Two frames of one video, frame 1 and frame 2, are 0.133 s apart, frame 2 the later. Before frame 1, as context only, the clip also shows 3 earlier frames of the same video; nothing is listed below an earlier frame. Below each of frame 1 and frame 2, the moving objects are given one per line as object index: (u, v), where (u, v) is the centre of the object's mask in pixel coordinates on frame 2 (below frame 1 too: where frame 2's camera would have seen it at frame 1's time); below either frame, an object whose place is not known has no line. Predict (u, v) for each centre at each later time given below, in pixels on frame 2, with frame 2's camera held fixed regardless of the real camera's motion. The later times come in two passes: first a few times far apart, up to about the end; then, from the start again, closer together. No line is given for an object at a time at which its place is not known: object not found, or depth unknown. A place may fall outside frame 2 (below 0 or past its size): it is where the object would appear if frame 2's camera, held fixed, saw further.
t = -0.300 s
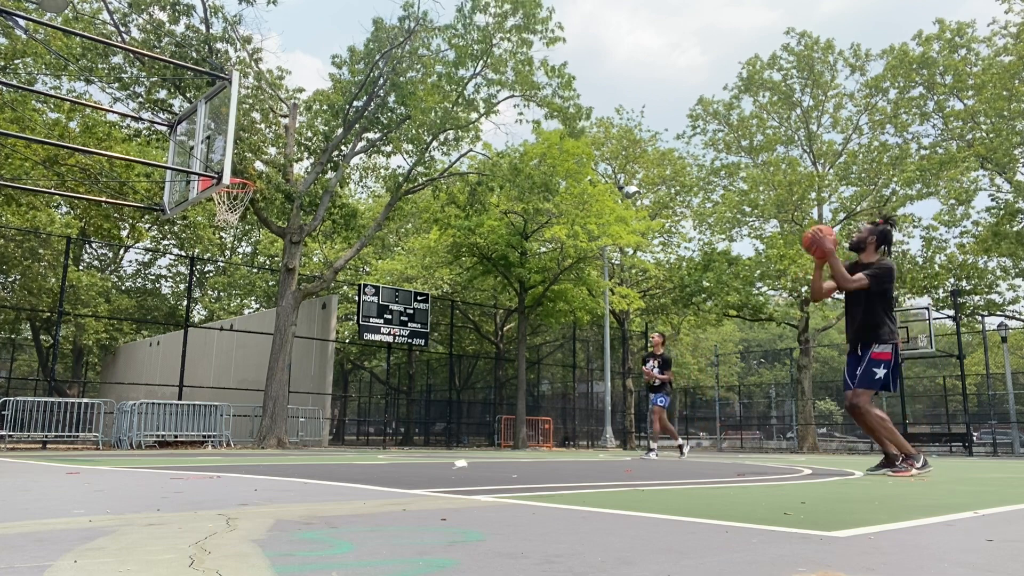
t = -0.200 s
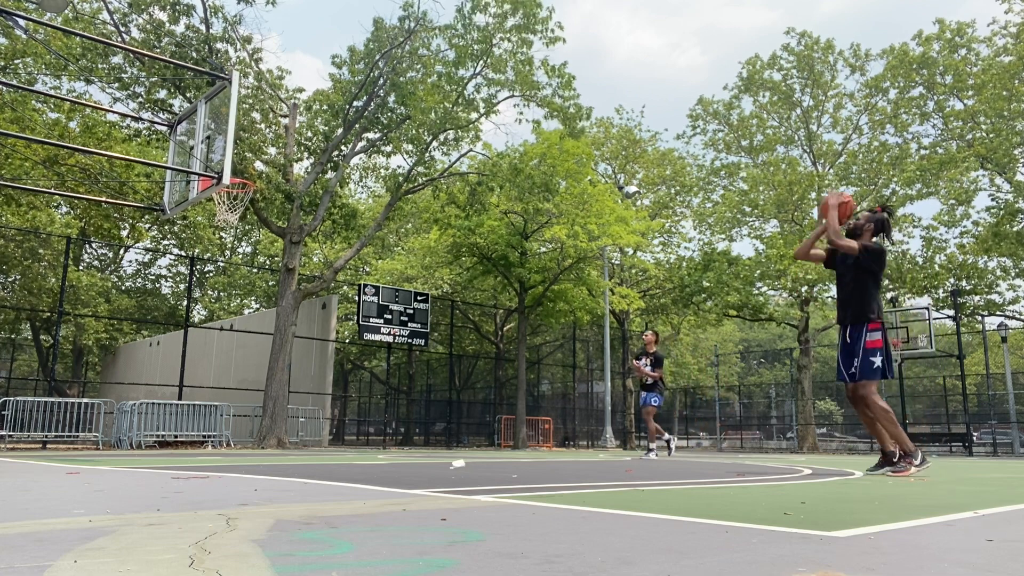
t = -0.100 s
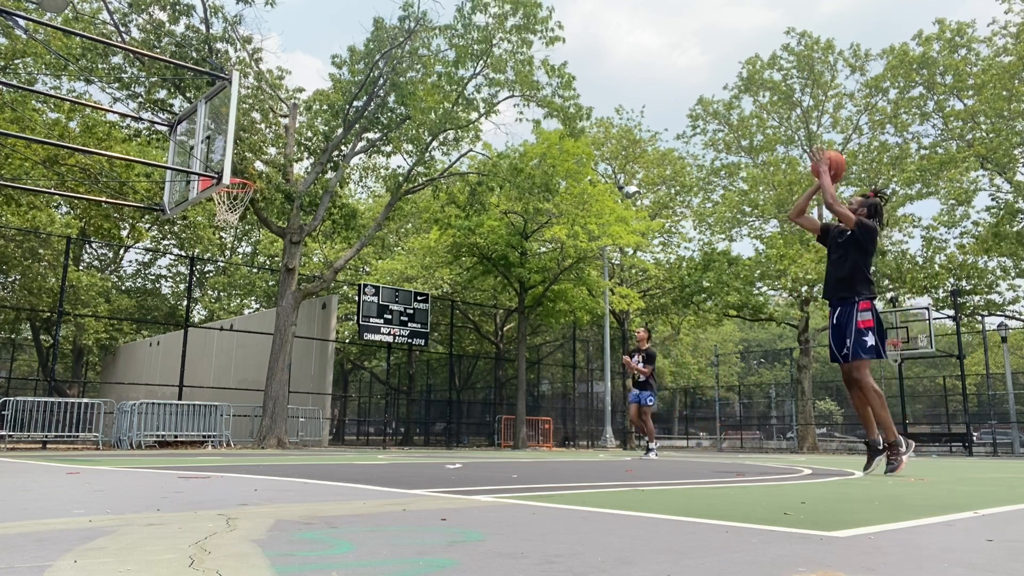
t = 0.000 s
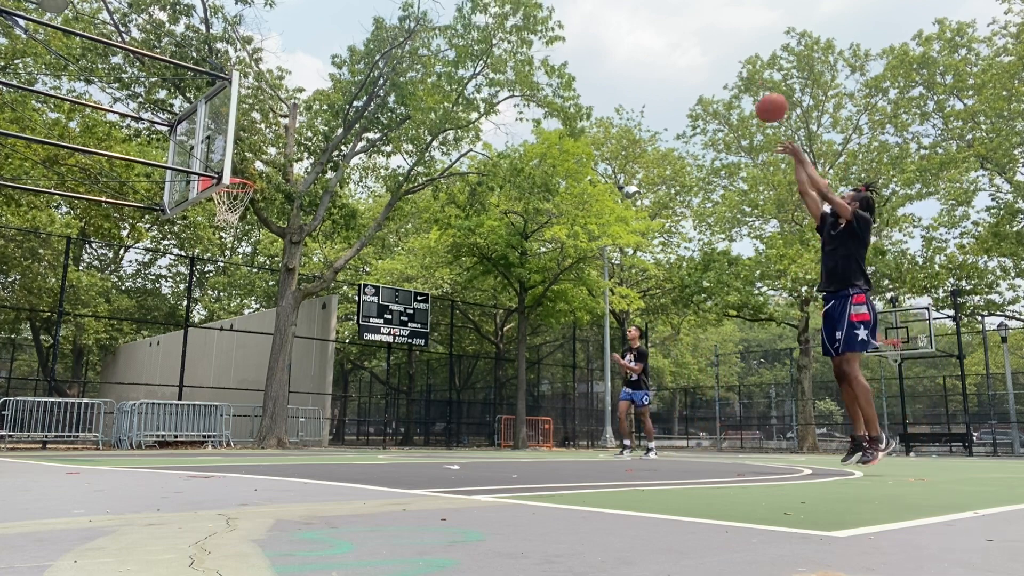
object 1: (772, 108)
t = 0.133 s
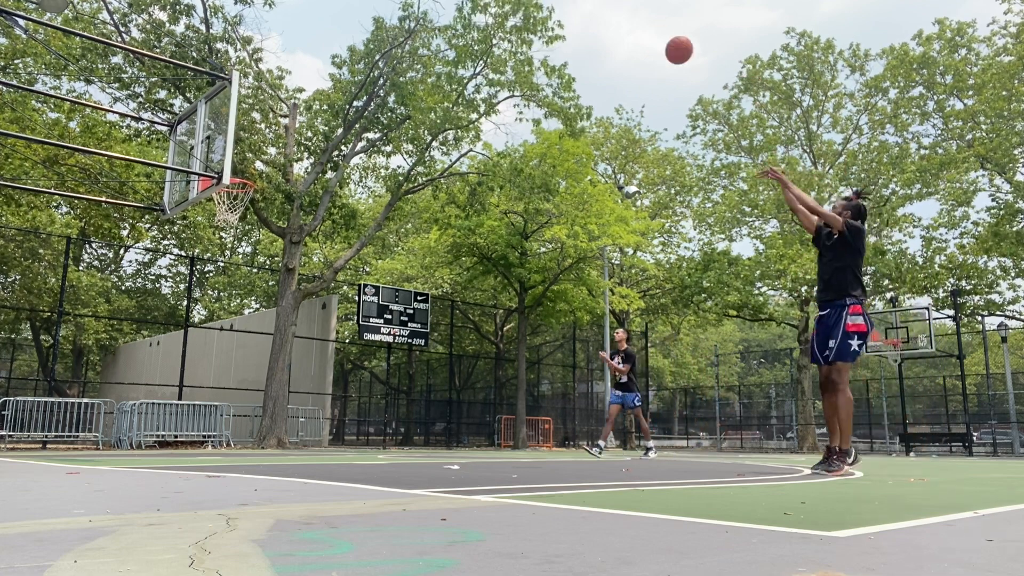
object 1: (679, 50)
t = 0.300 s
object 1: (580, 12)
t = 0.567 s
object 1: (450, 11)
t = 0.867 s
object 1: (326, 78)
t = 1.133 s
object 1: (235, 179)
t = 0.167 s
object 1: (658, 40)
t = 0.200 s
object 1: (637, 31)
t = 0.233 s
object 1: (618, 23)
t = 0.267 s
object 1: (599, 17)
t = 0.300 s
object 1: (580, 12)
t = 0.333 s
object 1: (562, 10)
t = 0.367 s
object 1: (545, 8)
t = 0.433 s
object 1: (512, 7)
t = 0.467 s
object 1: (496, 7)
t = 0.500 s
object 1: (480, 8)
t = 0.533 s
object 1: (465, 9)
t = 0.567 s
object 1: (450, 11)
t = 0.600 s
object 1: (435, 16)
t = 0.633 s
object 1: (420, 20)
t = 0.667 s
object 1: (406, 26)
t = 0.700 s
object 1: (393, 33)
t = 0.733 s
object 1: (379, 40)
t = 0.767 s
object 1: (365, 49)
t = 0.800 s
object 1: (352, 57)
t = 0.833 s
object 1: (339, 67)
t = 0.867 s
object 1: (326, 78)
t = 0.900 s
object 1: (314, 90)
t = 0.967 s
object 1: (289, 114)
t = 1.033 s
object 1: (264, 142)
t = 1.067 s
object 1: (252, 156)
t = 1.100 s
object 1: (241, 170)
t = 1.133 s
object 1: (235, 179)
